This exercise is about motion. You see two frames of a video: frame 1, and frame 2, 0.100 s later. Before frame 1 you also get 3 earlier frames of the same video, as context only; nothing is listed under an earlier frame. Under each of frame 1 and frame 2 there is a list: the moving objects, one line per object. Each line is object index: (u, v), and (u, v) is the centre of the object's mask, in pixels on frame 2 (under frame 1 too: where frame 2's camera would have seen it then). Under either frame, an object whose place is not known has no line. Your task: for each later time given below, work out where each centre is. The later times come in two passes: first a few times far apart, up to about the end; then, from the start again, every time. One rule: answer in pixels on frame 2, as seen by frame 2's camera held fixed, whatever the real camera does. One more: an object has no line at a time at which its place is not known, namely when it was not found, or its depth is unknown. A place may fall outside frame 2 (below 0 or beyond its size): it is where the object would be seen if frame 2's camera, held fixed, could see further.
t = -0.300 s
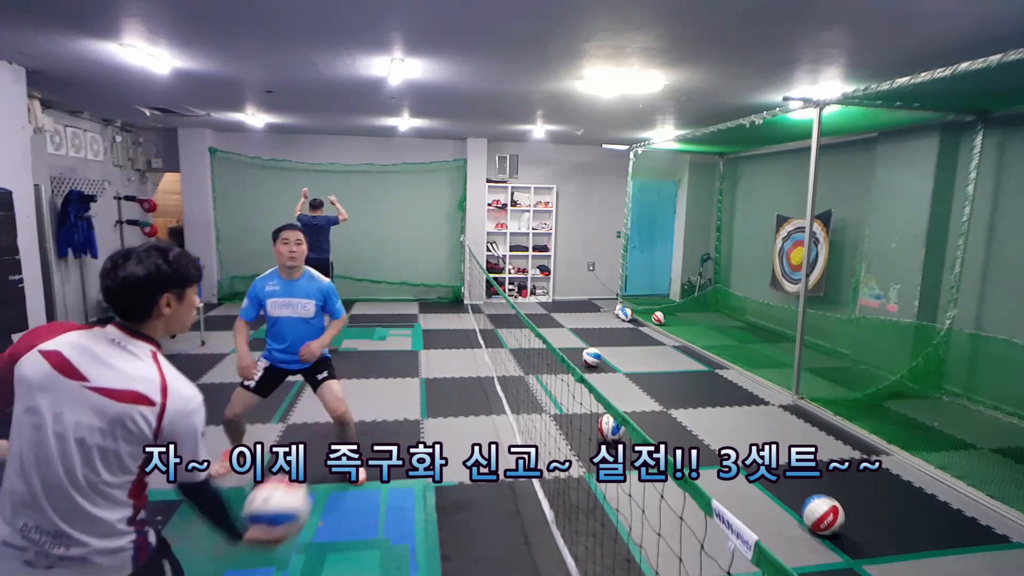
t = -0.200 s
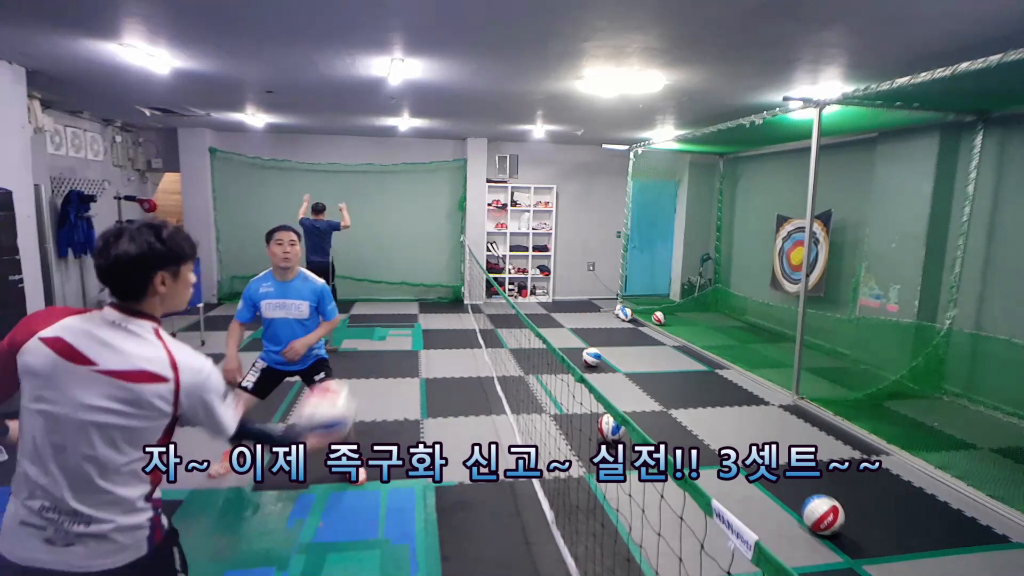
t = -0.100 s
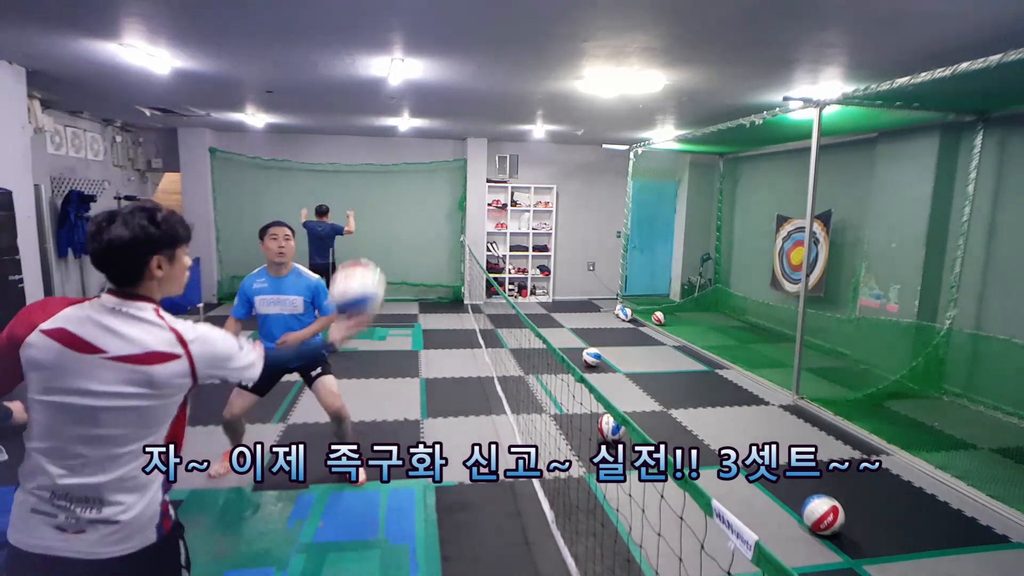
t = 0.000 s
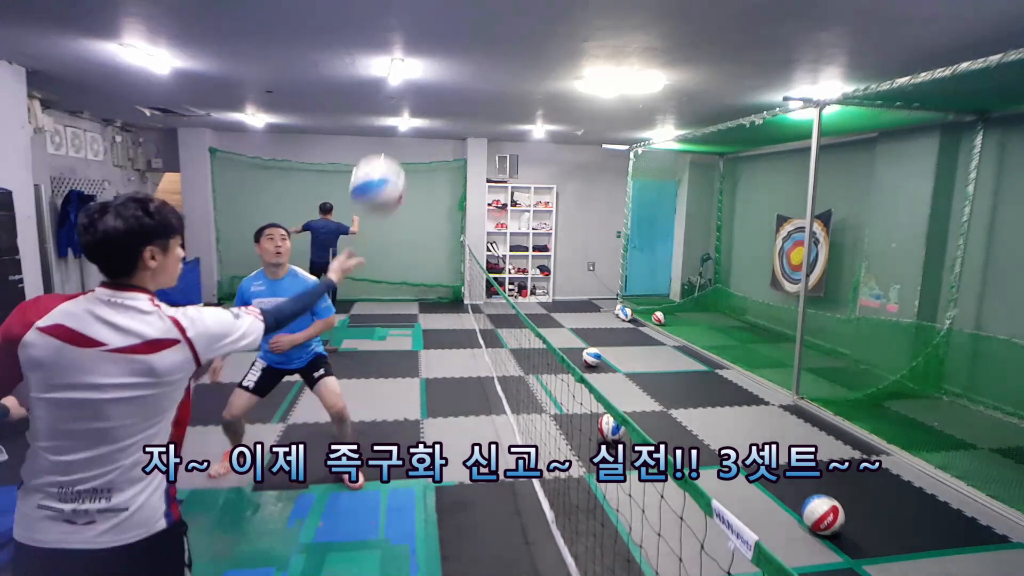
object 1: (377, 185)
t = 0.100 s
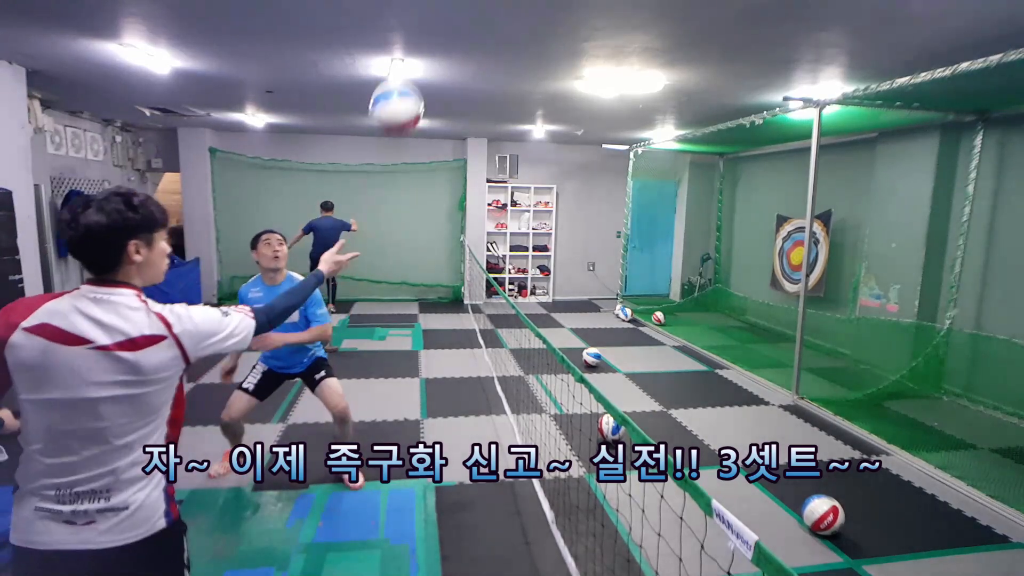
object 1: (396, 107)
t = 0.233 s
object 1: (421, 50)
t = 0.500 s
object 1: (462, 67)
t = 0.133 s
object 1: (402, 91)
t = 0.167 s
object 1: (409, 72)
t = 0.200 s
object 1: (415, 59)
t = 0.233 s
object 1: (421, 50)
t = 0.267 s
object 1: (426, 43)
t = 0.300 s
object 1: (432, 39)
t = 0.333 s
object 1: (437, 37)
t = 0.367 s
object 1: (442, 38)
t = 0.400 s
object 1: (447, 41)
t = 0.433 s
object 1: (452, 48)
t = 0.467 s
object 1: (457, 56)
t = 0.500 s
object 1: (462, 67)
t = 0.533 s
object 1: (467, 79)
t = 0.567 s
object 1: (470, 95)
